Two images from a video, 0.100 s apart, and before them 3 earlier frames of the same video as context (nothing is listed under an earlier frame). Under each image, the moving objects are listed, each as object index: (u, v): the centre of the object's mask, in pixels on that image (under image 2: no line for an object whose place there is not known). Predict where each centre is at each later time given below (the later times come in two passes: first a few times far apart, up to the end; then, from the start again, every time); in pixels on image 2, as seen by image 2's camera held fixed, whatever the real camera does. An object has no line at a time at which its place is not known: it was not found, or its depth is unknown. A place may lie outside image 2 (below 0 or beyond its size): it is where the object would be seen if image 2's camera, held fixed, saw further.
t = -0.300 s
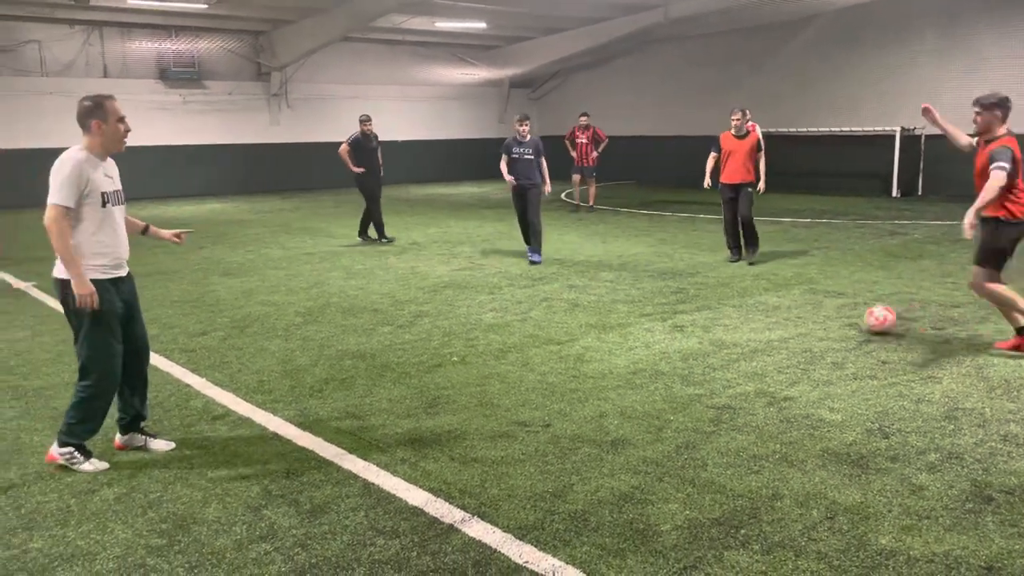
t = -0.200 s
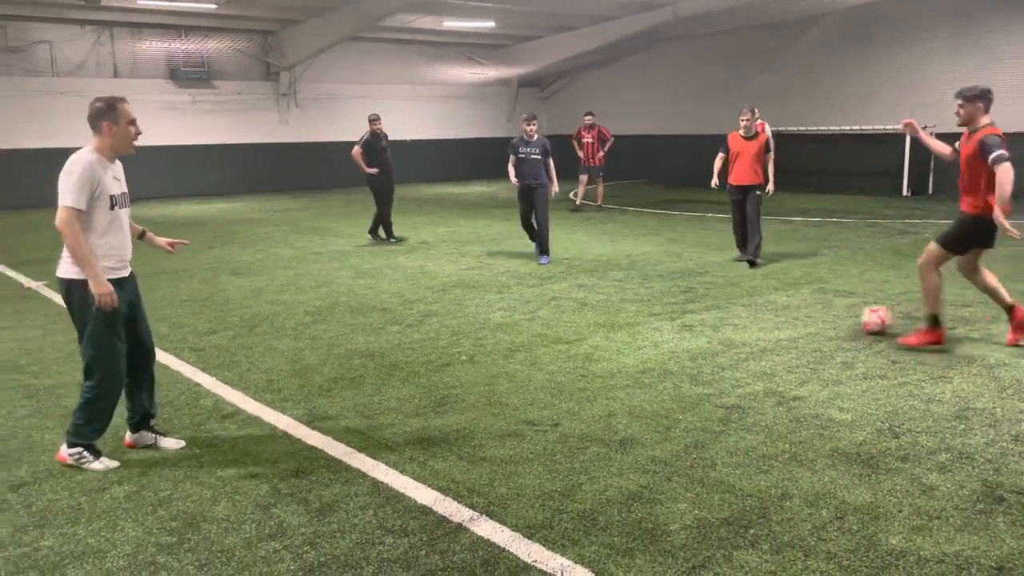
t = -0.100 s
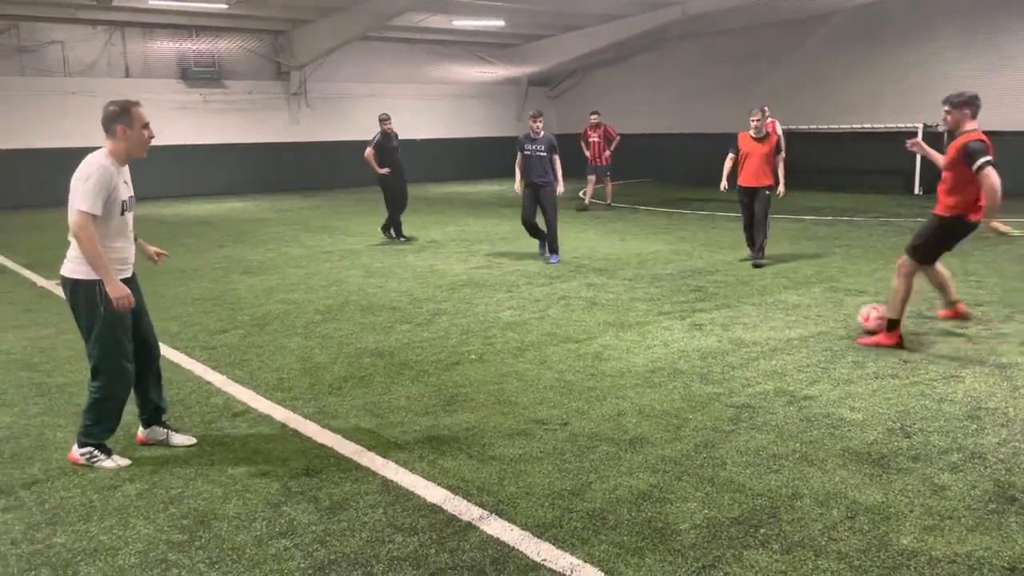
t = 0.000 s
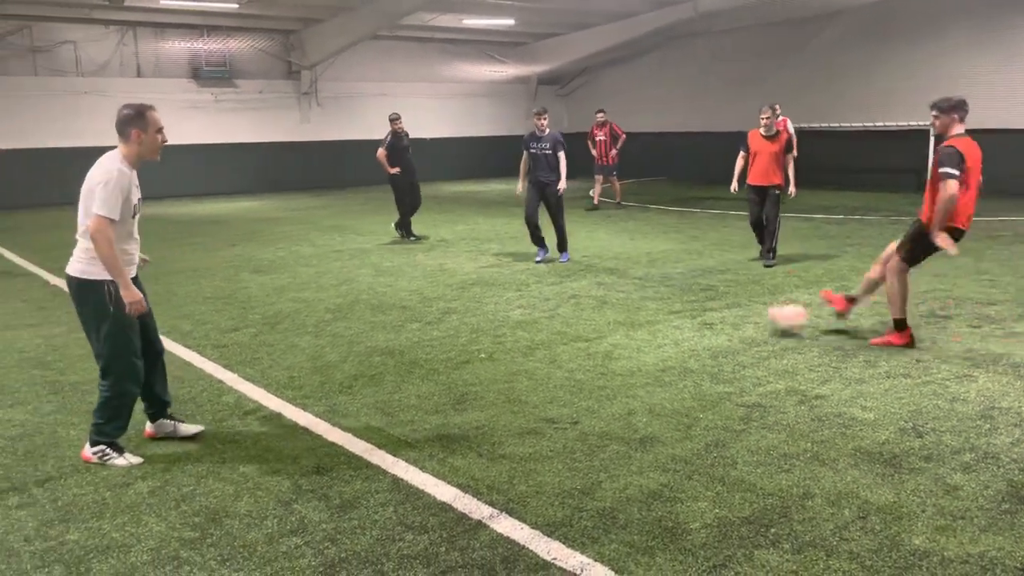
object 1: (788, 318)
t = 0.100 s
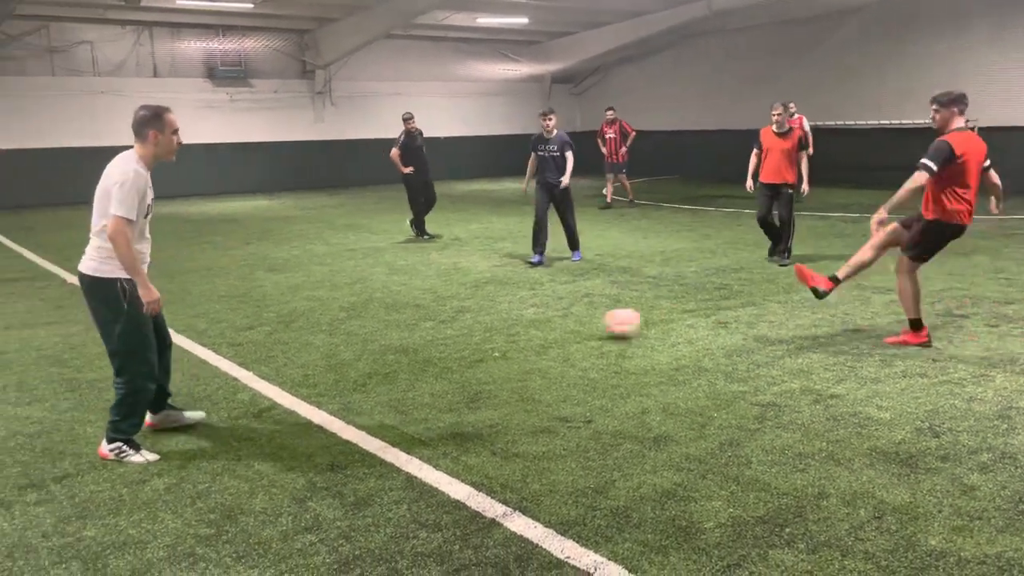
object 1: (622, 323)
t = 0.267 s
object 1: (356, 330)
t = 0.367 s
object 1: (211, 331)
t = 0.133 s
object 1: (565, 325)
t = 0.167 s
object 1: (512, 326)
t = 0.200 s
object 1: (459, 327)
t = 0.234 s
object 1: (404, 328)
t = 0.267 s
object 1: (356, 330)
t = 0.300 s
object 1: (305, 329)
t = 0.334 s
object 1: (255, 332)
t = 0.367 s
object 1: (211, 331)
